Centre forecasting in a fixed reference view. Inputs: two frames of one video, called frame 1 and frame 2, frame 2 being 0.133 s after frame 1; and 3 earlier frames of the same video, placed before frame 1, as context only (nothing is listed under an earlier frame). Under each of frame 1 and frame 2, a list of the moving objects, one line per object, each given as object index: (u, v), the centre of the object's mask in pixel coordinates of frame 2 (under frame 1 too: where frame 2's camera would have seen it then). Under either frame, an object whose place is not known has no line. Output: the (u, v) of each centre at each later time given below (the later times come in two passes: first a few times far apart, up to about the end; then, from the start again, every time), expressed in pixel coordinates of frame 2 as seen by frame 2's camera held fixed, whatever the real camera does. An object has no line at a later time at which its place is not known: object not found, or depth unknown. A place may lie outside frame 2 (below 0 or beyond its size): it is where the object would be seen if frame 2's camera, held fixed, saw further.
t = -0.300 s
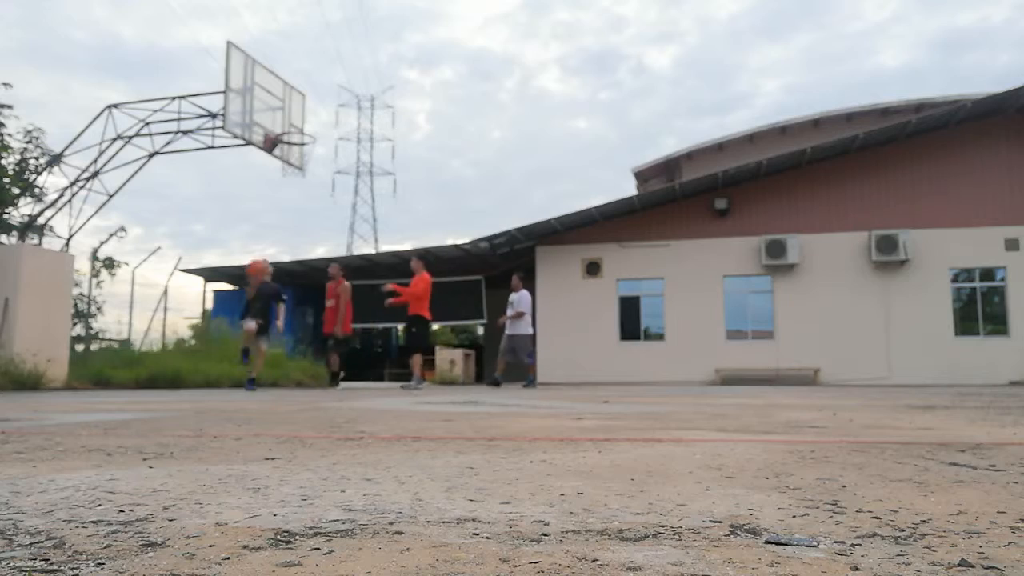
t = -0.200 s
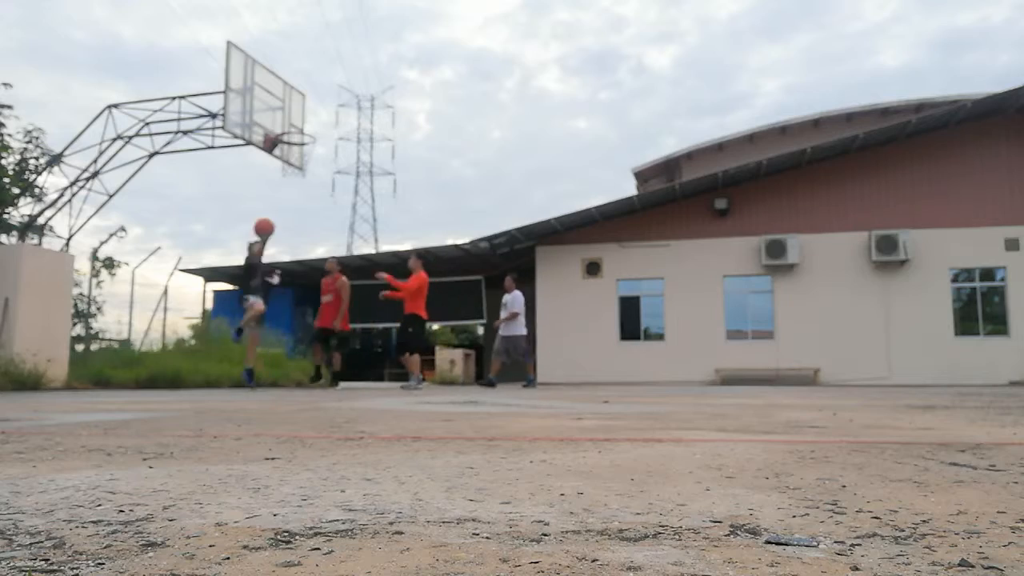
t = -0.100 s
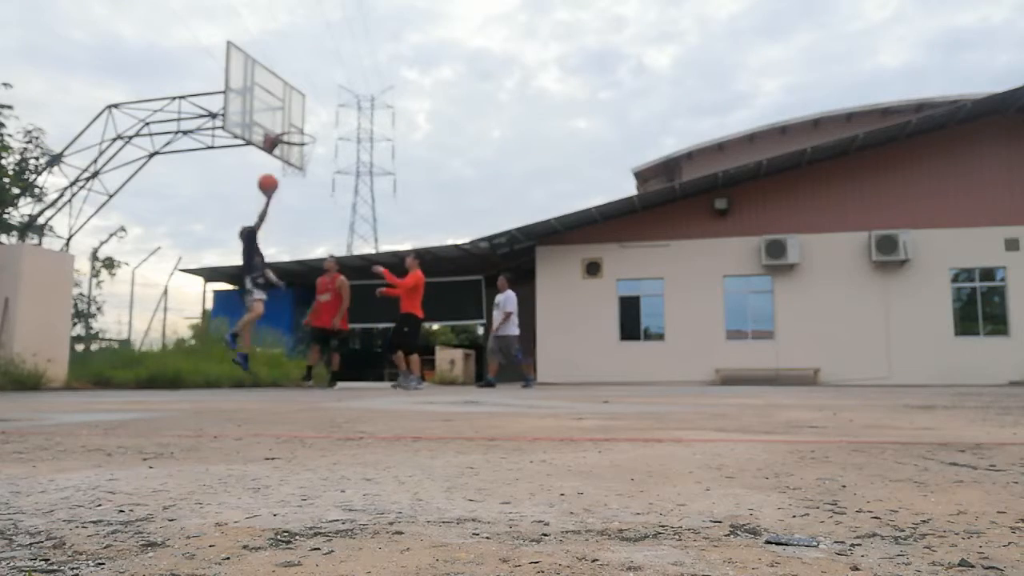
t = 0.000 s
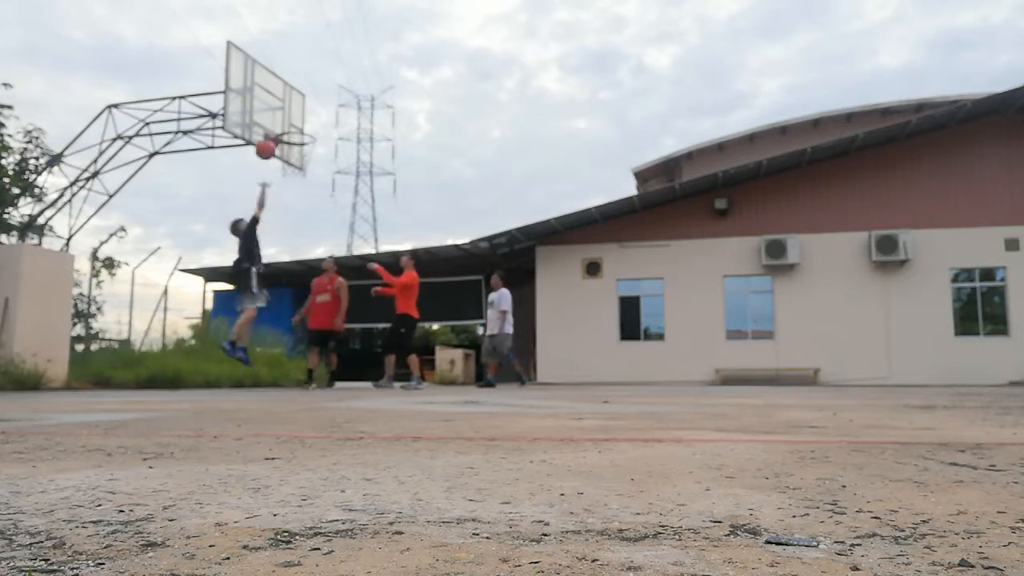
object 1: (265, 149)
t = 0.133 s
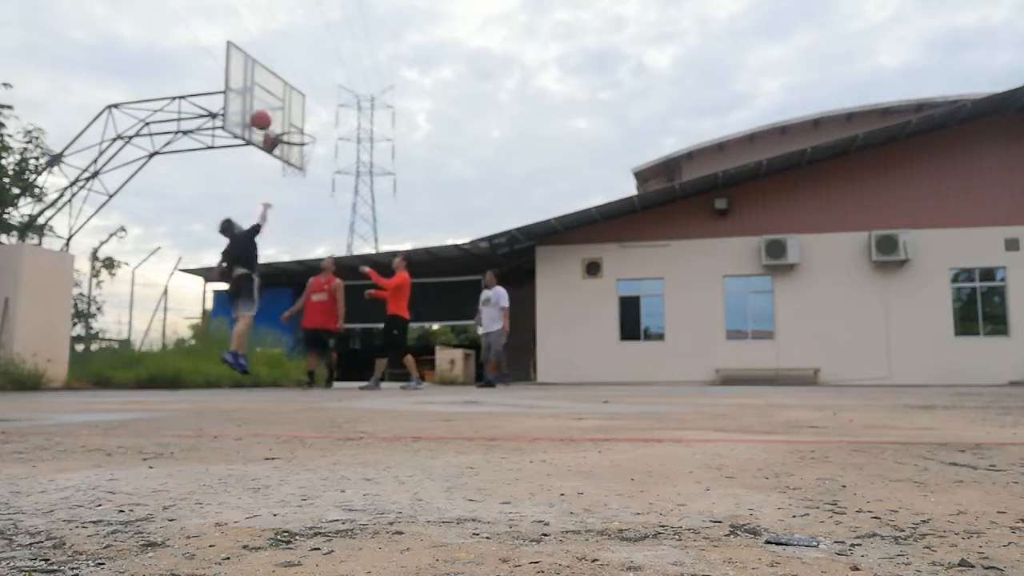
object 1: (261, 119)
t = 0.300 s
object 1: (278, 112)
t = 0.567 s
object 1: (304, 143)
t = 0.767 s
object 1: (315, 185)
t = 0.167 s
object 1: (265, 117)
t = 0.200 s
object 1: (268, 114)
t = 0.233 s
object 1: (272, 112)
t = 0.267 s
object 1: (275, 112)
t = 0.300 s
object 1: (278, 112)
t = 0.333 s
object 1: (281, 112)
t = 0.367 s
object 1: (284, 114)
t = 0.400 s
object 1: (288, 117)
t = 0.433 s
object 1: (291, 121)
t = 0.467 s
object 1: (293, 125)
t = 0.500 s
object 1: (297, 130)
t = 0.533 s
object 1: (301, 136)
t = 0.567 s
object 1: (304, 143)
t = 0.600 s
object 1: (306, 150)
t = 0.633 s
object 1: (309, 157)
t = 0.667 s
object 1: (311, 164)
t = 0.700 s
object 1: (312, 170)
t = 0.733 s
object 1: (314, 177)
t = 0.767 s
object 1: (315, 185)
